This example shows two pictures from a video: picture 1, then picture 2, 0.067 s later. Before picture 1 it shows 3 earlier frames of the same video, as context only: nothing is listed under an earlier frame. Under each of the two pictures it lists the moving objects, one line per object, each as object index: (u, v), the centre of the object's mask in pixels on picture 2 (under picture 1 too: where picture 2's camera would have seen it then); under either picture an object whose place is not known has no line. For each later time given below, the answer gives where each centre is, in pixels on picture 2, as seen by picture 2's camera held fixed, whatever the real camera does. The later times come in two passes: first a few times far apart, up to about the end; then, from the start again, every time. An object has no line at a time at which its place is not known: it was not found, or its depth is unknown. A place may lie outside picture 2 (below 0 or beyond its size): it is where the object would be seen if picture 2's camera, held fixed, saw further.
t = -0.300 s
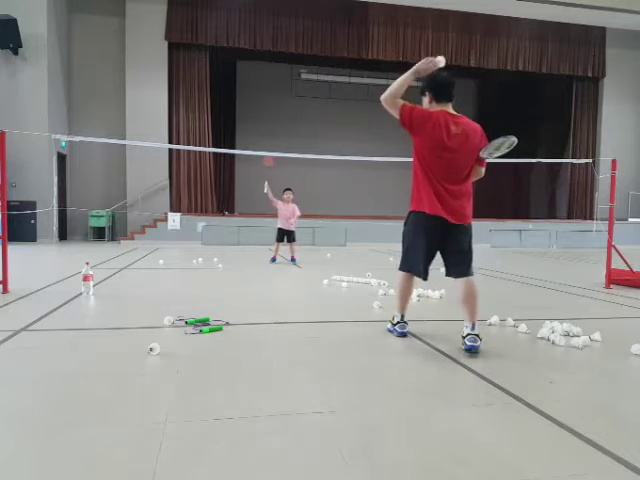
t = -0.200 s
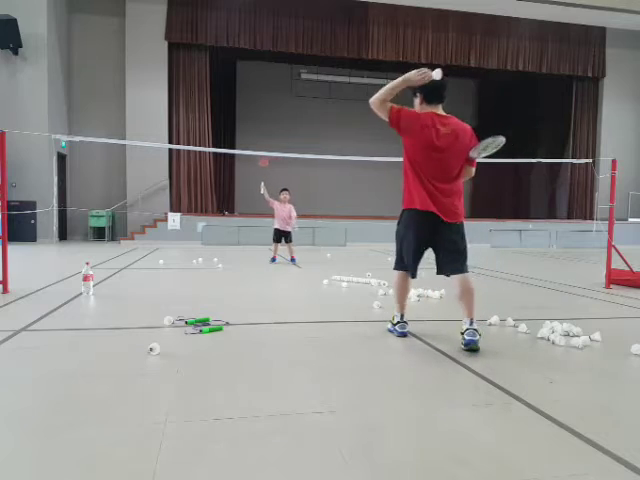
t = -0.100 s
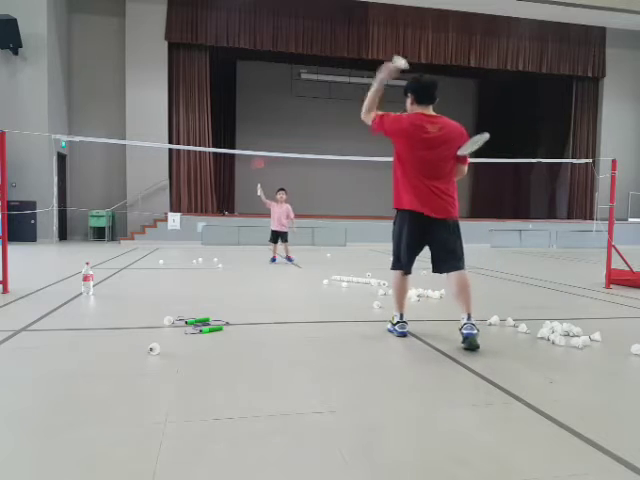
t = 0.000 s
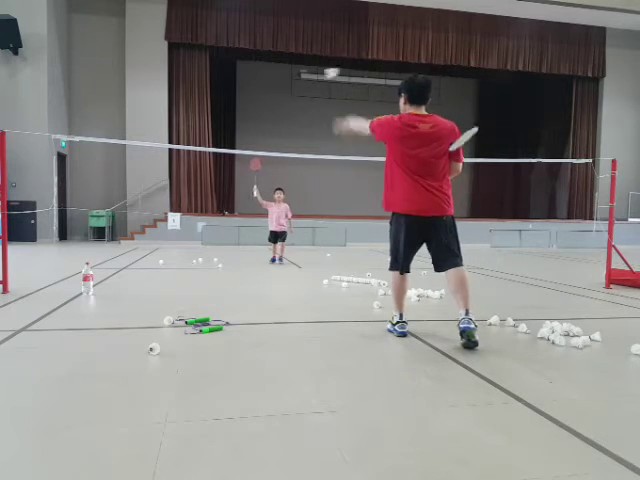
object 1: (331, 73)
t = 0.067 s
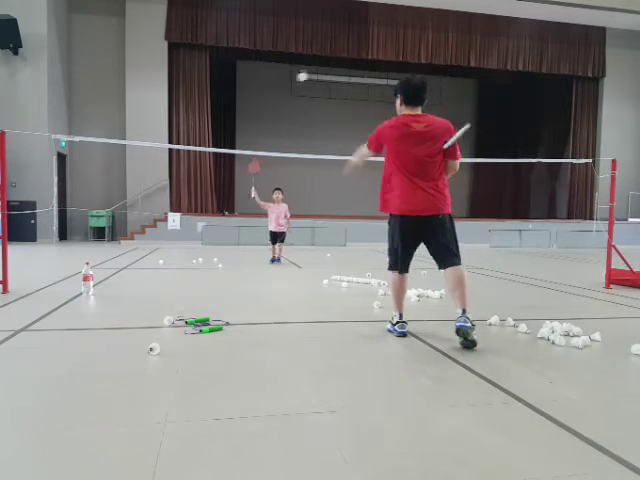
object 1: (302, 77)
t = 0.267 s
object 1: (254, 112)
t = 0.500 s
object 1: (227, 164)
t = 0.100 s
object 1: (291, 81)
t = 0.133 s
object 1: (281, 87)
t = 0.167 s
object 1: (273, 92)
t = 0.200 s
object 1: (266, 99)
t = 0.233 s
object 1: (260, 106)
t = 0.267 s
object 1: (254, 112)
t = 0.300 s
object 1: (248, 119)
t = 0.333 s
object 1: (243, 126)
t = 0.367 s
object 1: (239, 133)
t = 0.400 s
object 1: (236, 140)
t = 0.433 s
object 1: (232, 147)
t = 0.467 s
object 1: (229, 157)
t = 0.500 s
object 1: (227, 164)
